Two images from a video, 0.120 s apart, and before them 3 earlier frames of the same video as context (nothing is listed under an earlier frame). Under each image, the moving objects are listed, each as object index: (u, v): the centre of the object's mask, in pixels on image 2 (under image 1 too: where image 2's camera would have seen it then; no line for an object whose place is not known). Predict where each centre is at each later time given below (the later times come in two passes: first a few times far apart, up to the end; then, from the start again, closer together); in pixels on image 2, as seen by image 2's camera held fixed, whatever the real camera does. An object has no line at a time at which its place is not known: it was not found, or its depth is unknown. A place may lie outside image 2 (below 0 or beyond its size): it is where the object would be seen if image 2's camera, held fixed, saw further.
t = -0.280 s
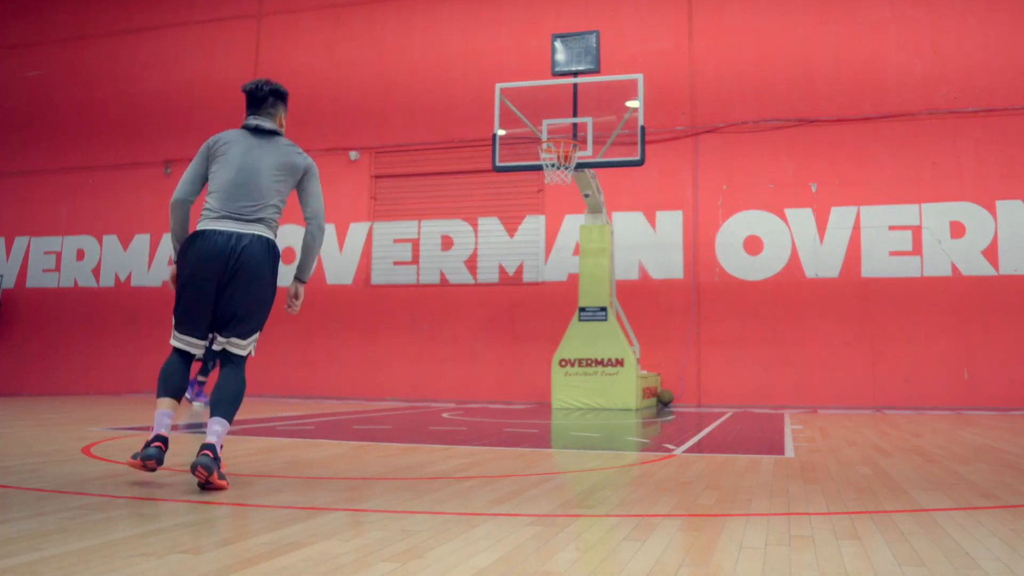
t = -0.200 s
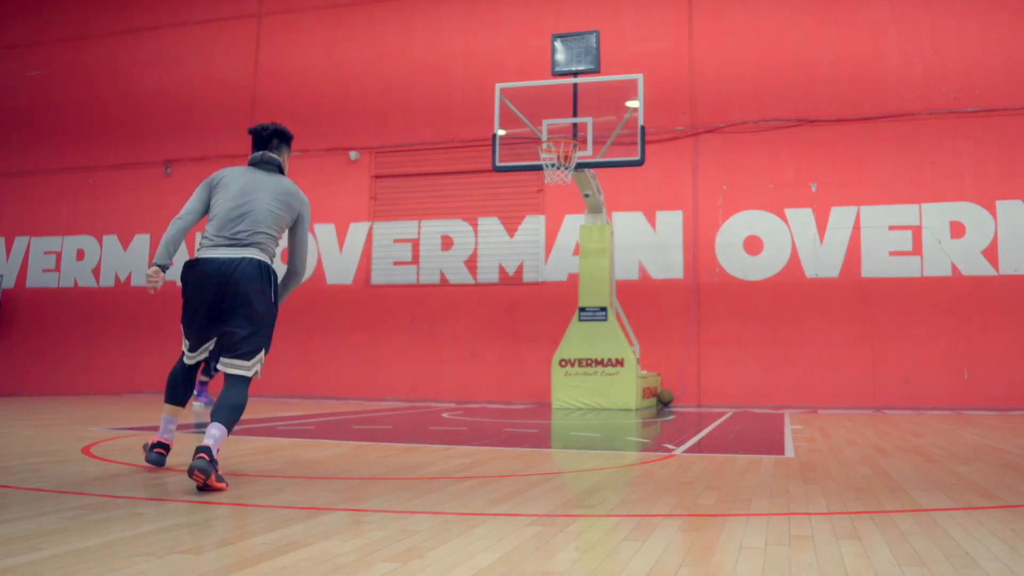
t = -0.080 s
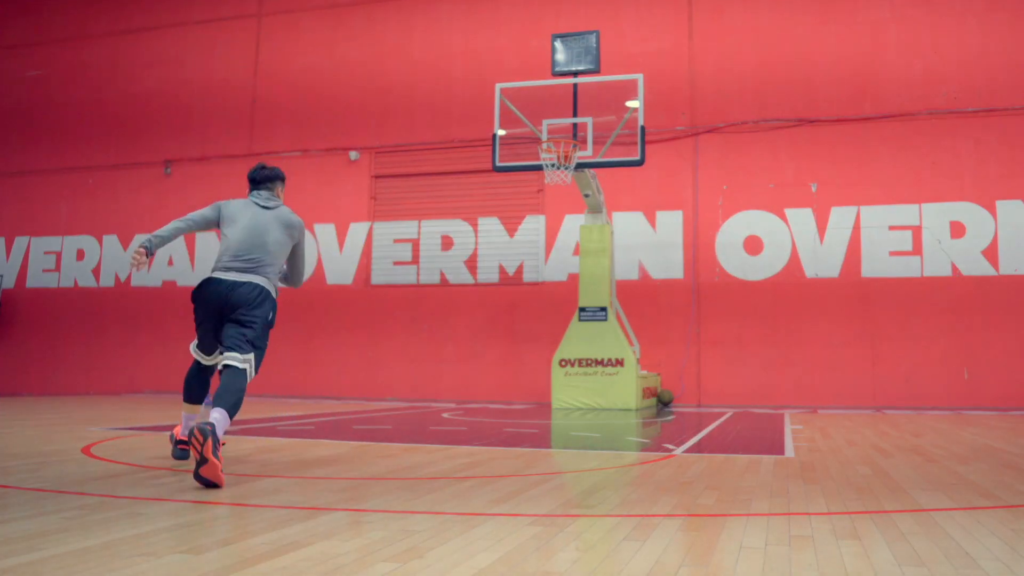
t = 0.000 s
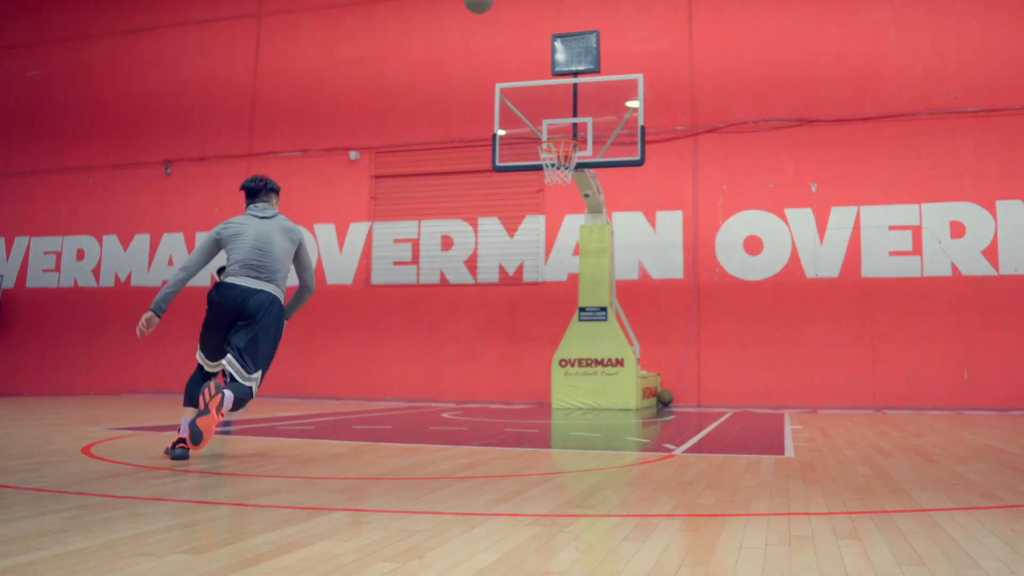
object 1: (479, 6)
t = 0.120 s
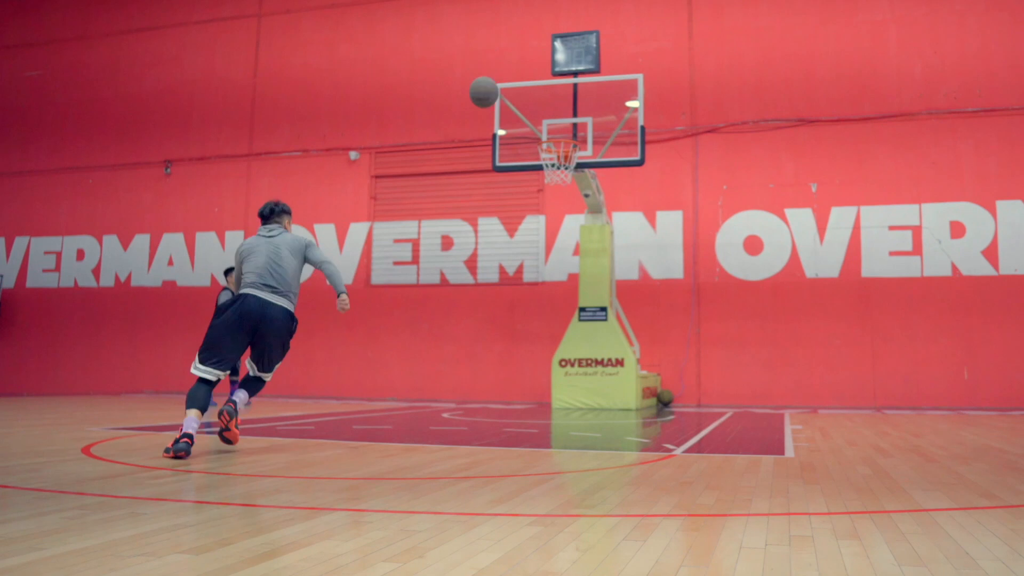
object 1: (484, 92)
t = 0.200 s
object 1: (487, 161)
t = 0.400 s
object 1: (495, 349)
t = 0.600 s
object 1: (501, 329)
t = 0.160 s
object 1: (485, 126)
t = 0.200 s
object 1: (487, 161)
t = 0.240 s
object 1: (489, 197)
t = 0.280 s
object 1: (490, 234)
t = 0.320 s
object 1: (491, 272)
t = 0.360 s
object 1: (493, 310)
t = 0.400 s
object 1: (495, 349)
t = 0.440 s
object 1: (496, 389)
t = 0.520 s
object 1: (499, 379)
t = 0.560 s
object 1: (500, 353)
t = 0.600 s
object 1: (501, 329)
